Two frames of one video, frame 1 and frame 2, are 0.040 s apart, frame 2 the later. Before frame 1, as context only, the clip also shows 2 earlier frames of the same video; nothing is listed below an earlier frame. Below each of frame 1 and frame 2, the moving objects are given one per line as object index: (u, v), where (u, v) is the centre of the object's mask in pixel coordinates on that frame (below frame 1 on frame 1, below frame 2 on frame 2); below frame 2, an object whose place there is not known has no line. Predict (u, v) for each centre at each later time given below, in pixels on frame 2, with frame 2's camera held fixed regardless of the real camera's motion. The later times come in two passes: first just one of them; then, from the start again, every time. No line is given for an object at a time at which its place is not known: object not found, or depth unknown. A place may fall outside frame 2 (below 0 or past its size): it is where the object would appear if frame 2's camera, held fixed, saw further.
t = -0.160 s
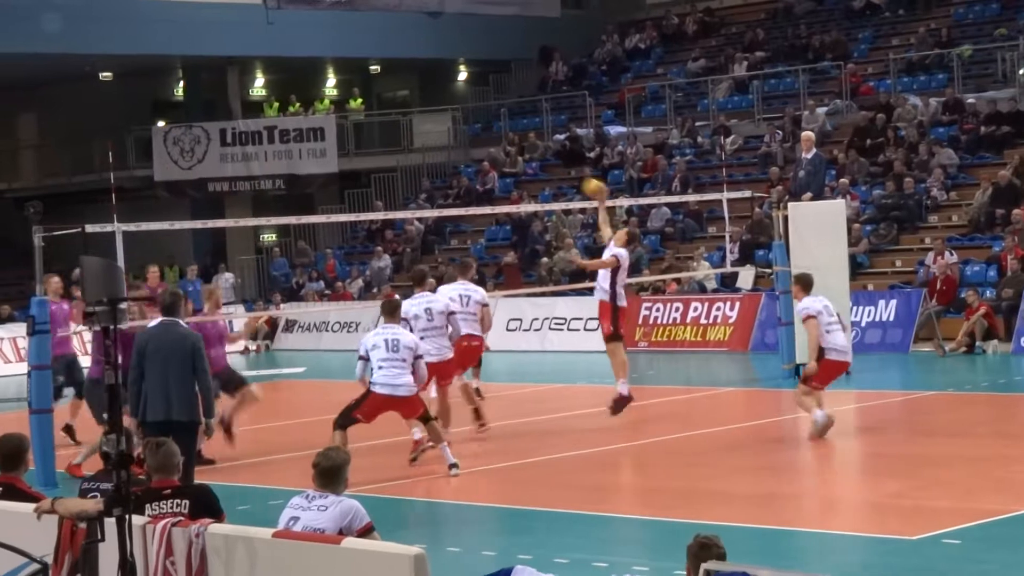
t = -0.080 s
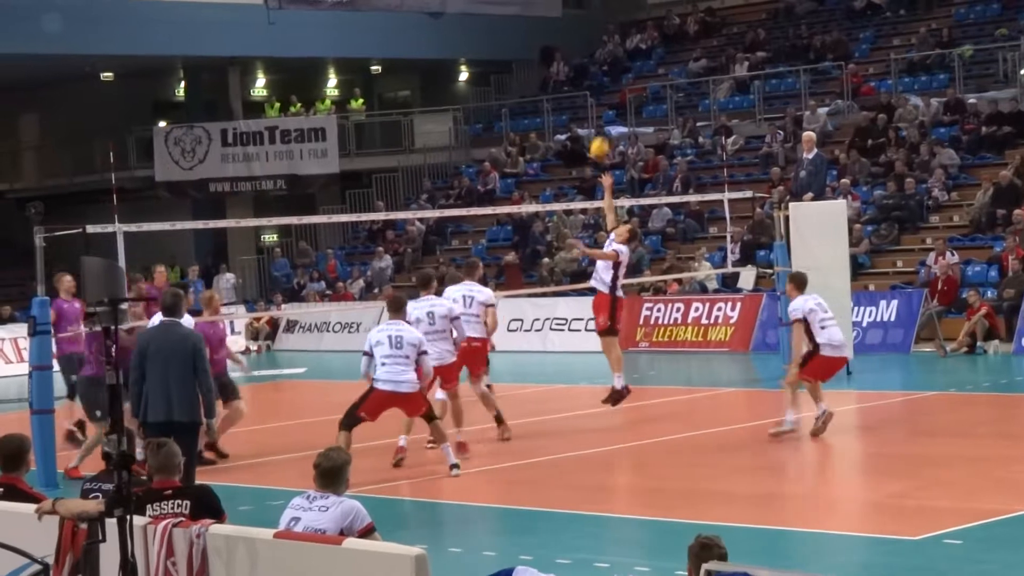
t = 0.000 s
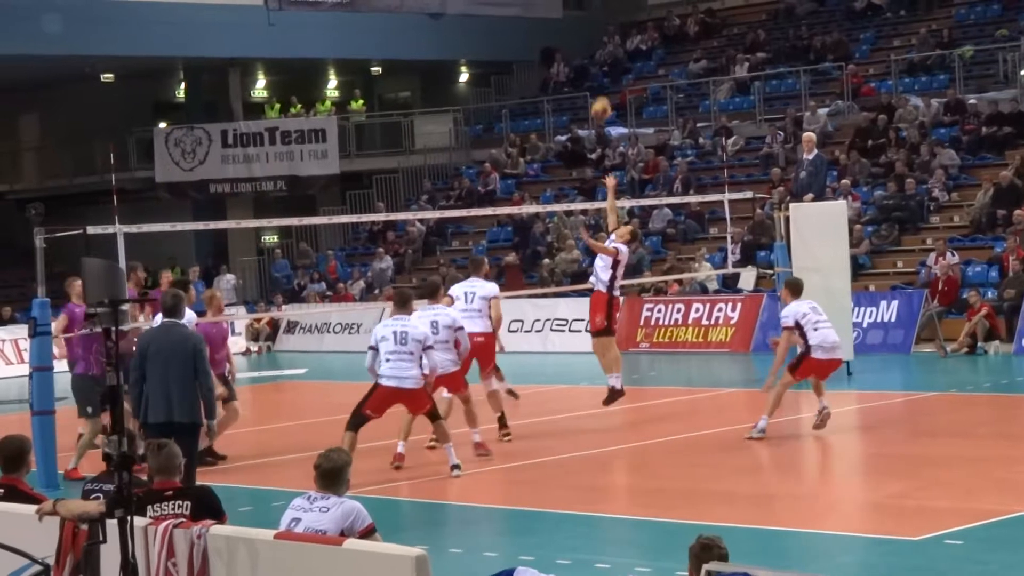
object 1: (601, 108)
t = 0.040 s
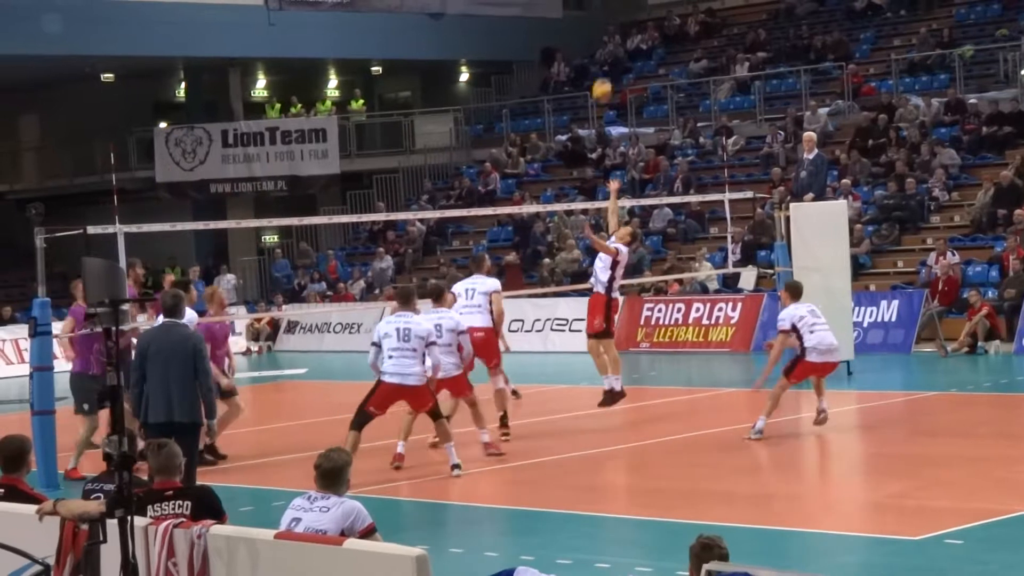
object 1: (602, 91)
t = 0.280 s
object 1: (610, 10)
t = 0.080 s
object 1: (603, 74)
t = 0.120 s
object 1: (605, 58)
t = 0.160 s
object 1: (604, 41)
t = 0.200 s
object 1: (606, 31)
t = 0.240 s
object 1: (608, 20)
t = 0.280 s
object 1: (610, 10)
